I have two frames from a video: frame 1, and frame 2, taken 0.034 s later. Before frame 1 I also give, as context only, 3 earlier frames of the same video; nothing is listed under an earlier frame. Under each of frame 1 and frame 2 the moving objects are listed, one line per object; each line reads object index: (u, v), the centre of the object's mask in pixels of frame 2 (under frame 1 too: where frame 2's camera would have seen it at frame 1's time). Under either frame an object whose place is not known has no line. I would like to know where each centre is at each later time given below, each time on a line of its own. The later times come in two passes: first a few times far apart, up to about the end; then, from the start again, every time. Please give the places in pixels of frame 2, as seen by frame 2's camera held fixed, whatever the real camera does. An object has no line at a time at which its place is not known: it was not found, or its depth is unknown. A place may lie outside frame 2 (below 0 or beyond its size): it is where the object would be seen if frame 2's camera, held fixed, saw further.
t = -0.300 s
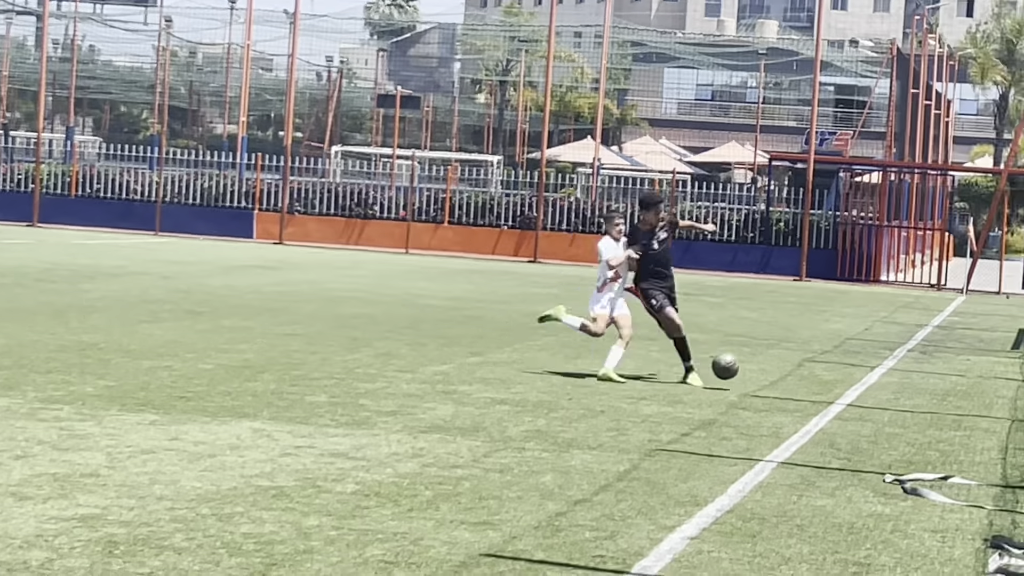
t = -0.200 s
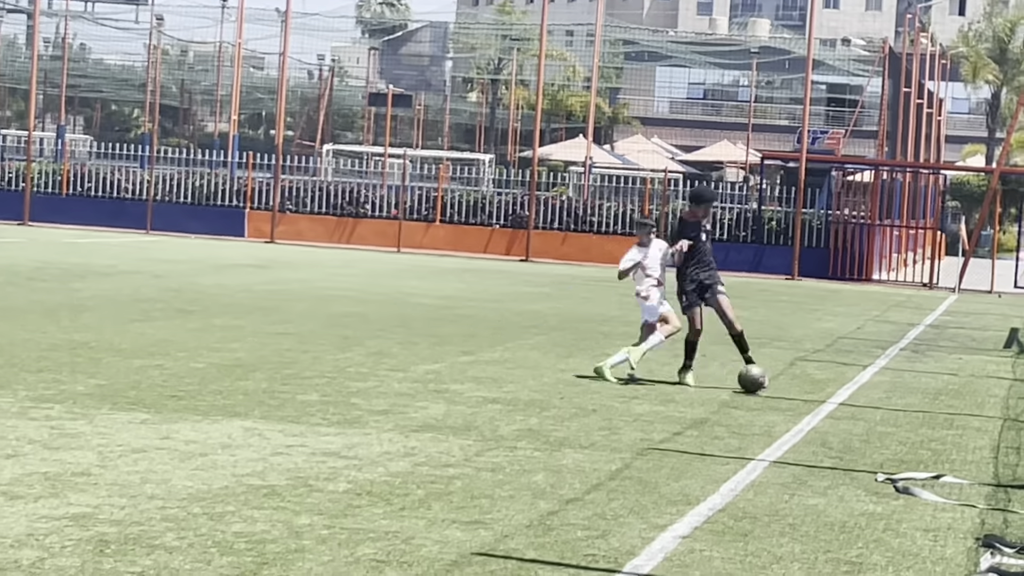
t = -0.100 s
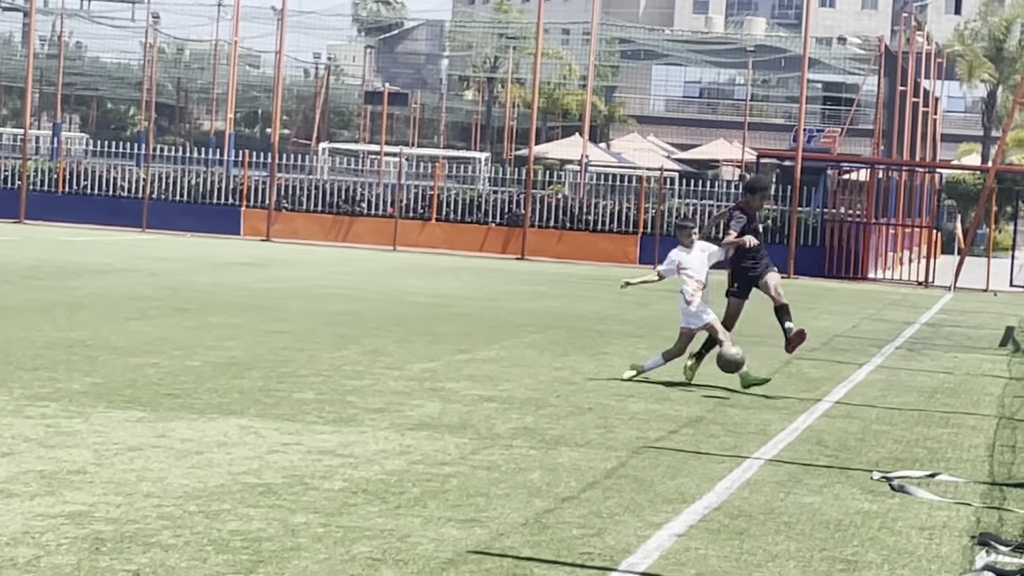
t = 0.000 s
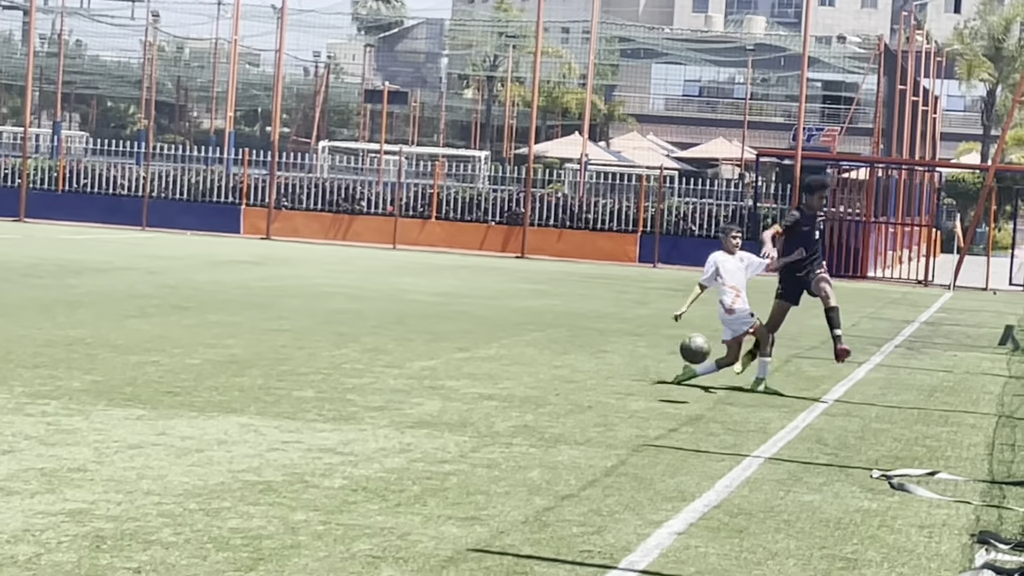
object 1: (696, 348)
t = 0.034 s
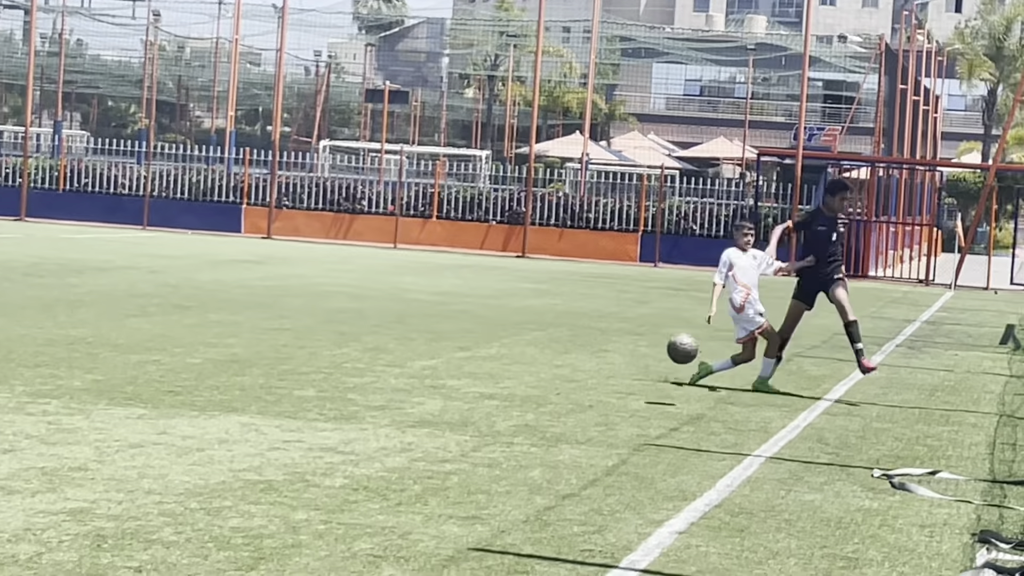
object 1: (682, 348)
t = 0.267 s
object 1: (569, 403)
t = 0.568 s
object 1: (454, 386)
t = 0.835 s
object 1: (321, 432)
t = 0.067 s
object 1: (670, 350)
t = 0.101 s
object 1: (654, 354)
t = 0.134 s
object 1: (639, 359)
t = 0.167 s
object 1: (623, 367)
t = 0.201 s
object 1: (605, 377)
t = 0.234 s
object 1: (588, 388)
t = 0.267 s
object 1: (569, 403)
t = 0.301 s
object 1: (554, 408)
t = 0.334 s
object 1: (543, 397)
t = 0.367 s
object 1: (532, 391)
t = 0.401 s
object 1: (521, 384)
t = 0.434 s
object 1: (508, 382)
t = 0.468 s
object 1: (496, 379)
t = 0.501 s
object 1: (482, 380)
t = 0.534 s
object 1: (468, 382)
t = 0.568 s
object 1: (454, 386)
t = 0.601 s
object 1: (439, 393)
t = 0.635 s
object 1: (423, 403)
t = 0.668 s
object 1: (406, 415)
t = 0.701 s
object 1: (389, 429)
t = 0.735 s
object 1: (370, 446)
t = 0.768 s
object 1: (355, 440)
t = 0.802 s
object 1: (337, 436)
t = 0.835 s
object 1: (321, 432)
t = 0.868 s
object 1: (302, 432)
